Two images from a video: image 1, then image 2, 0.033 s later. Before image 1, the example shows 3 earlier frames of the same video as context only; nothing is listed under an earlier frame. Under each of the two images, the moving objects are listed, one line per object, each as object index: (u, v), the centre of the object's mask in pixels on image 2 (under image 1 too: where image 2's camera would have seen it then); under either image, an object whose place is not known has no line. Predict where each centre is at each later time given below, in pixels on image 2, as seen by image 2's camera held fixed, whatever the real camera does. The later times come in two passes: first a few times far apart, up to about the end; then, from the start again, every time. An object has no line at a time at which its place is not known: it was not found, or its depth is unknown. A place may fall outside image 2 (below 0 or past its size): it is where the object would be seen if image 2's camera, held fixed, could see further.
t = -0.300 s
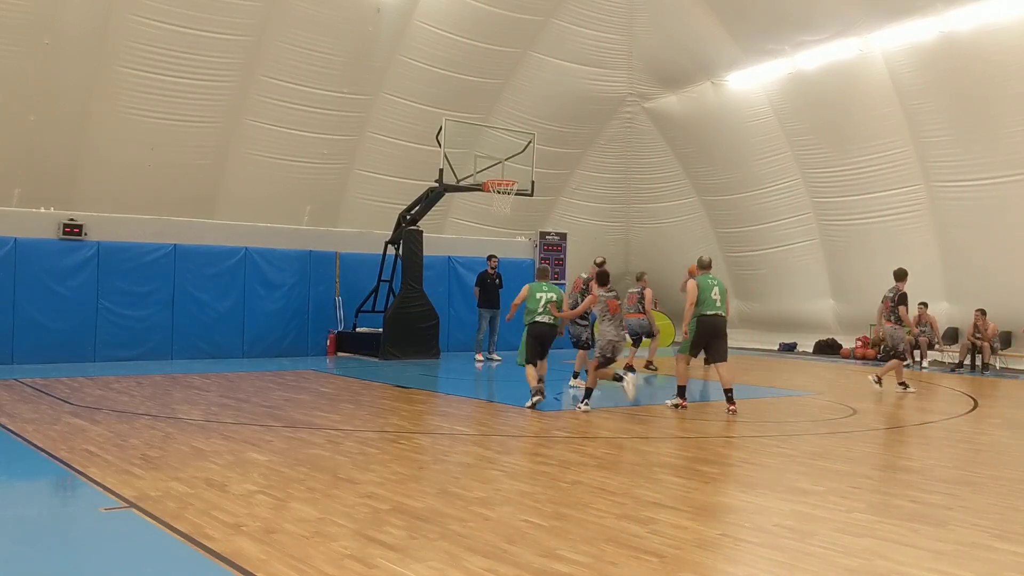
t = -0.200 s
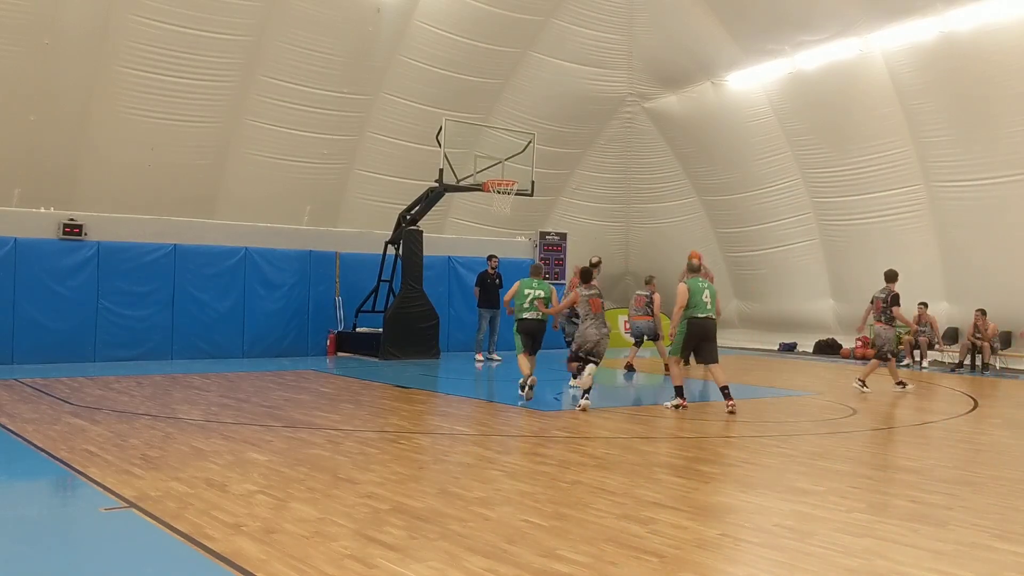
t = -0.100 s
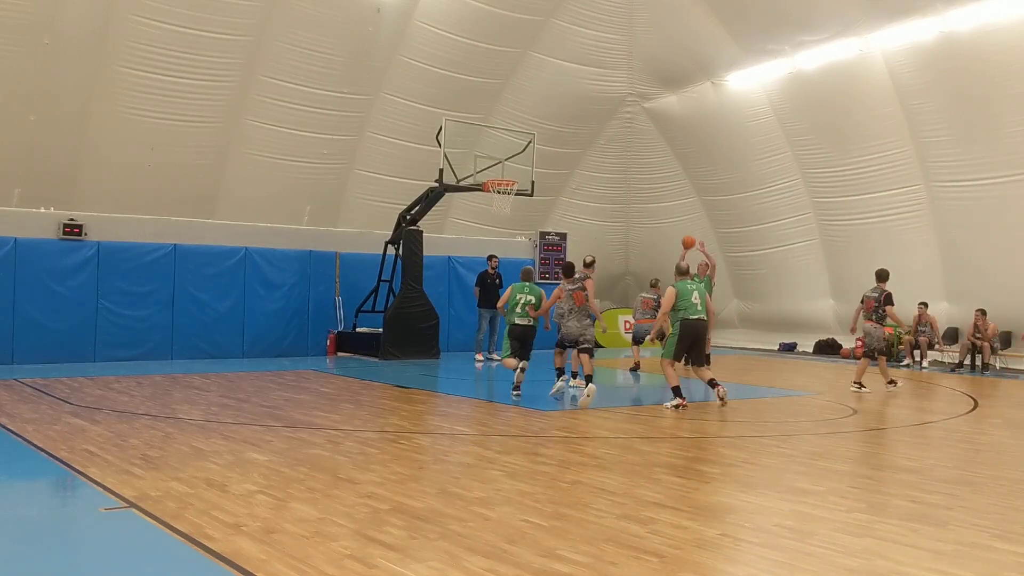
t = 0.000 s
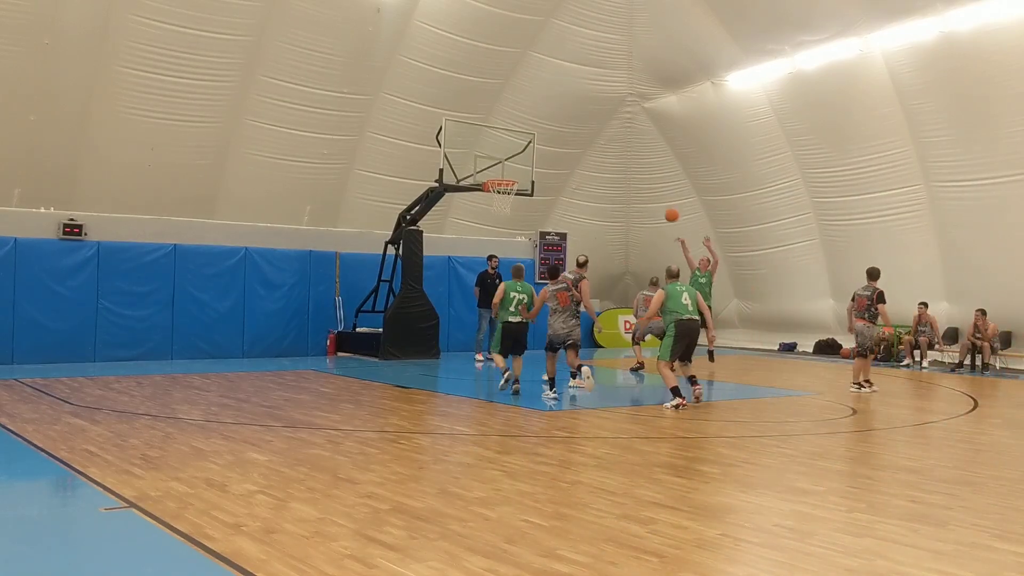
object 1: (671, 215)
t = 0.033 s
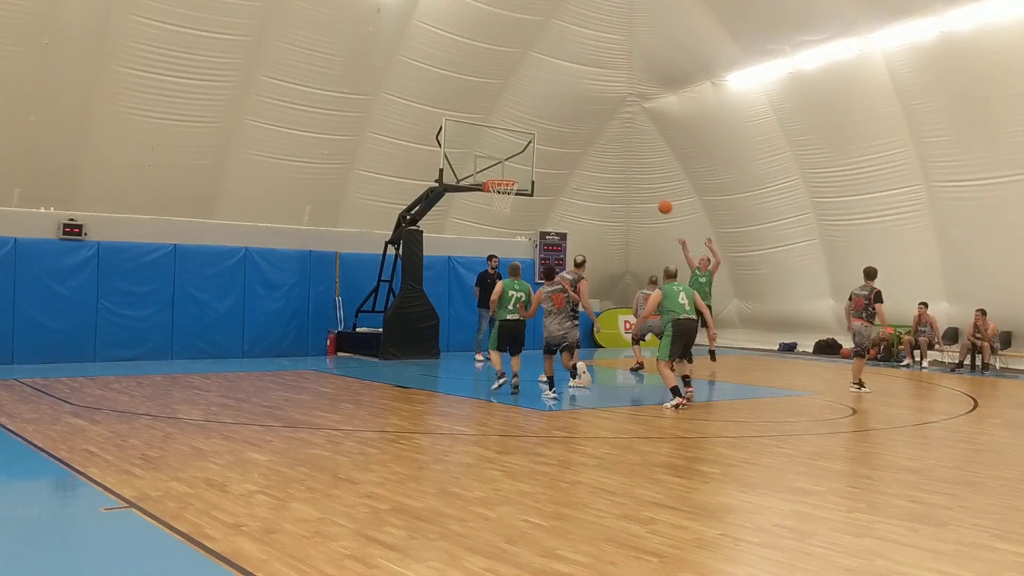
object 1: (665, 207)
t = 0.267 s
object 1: (617, 165)
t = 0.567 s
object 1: (551, 155)
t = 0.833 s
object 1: (492, 190)
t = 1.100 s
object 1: (488, 238)
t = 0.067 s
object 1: (658, 199)
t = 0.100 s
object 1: (652, 192)
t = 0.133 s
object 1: (645, 186)
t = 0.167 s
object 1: (638, 179)
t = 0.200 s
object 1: (631, 174)
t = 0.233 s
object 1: (624, 169)
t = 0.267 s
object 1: (617, 165)
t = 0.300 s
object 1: (610, 161)
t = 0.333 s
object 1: (603, 158)
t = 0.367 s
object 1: (596, 156)
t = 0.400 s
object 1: (588, 154)
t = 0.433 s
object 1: (581, 153)
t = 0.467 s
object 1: (574, 153)
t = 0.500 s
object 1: (566, 153)
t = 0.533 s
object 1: (559, 154)
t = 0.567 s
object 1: (551, 155)
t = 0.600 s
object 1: (544, 157)
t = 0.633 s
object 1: (536, 161)
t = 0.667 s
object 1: (528, 164)
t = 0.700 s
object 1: (521, 168)
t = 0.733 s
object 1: (513, 173)
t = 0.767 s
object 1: (505, 176)
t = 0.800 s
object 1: (495, 185)
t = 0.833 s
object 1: (492, 190)
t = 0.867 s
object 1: (490, 196)
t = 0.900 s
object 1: (490, 201)
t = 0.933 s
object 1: (489, 204)
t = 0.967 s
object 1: (489, 210)
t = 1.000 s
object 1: (489, 216)
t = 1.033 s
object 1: (488, 222)
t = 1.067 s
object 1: (488, 229)
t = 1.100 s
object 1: (488, 238)
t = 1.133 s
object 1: (487, 247)
